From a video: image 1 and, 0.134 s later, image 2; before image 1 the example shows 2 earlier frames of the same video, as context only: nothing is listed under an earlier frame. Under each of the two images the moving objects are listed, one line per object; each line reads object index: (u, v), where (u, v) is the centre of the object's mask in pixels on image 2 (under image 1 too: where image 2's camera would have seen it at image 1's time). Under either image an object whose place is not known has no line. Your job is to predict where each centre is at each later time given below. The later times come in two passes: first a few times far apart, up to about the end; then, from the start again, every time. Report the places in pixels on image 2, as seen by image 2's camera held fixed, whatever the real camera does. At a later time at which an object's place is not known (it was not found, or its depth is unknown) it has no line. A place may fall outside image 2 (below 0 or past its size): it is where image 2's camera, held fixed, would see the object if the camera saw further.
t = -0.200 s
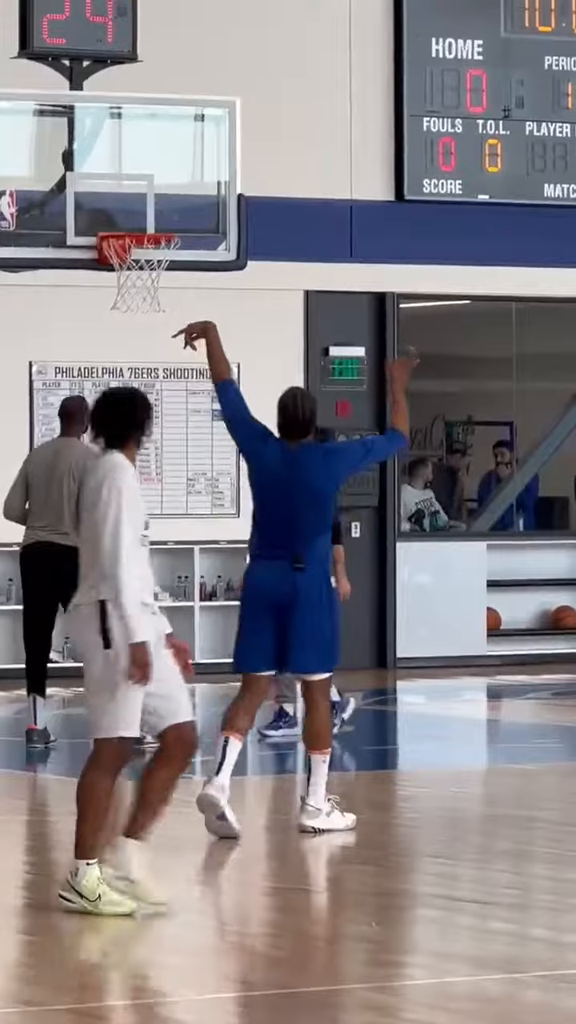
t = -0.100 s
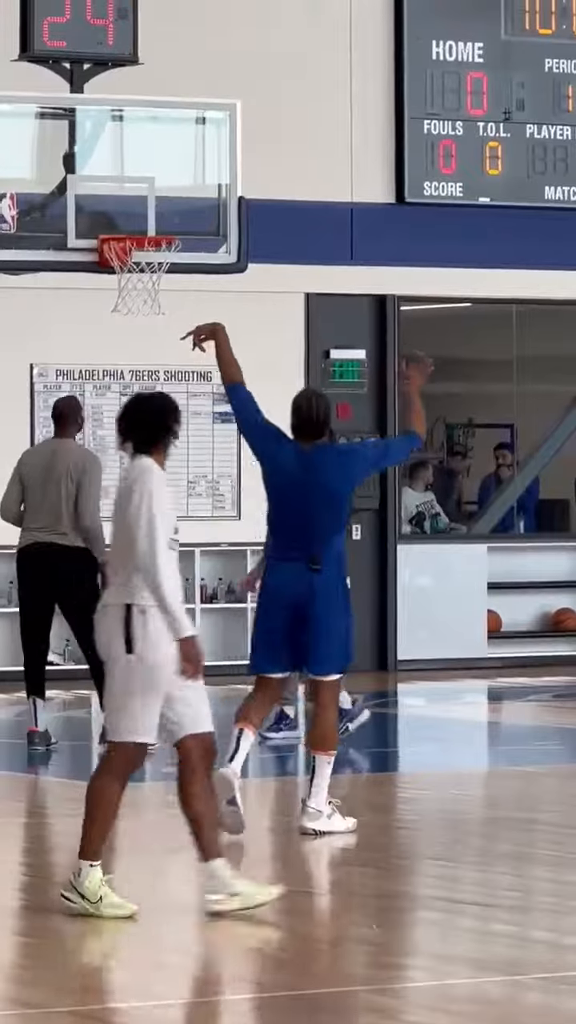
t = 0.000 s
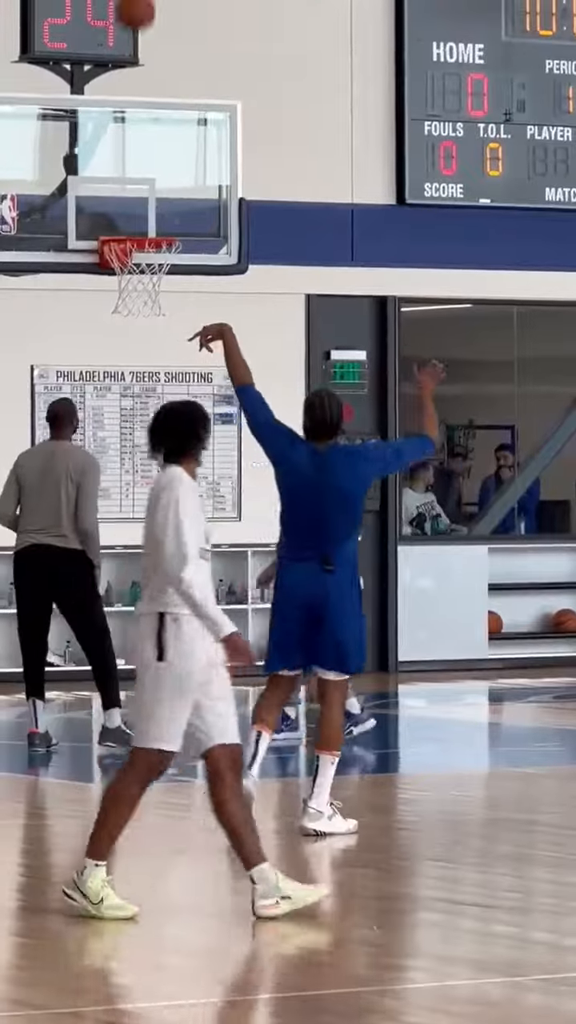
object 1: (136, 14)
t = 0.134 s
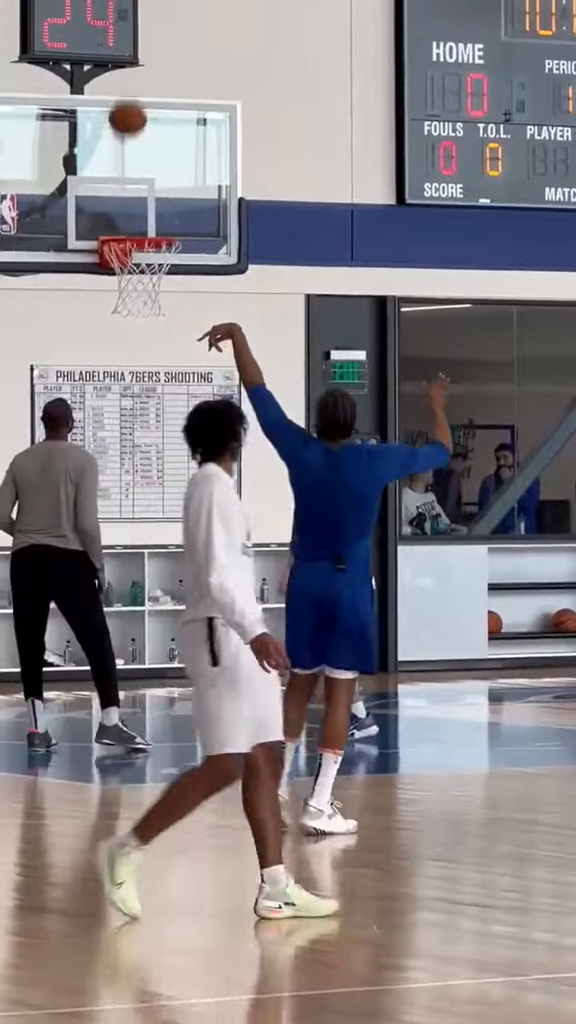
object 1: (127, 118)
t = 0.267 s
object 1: (121, 255)
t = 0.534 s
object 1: (180, 429)
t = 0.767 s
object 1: (231, 656)
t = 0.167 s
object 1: (126, 149)
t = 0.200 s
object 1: (124, 181)
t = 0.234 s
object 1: (122, 216)
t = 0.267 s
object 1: (121, 255)
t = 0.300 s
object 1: (126, 280)
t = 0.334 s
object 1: (134, 294)
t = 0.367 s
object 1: (141, 312)
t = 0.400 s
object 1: (149, 332)
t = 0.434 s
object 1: (156, 353)
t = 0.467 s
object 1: (165, 376)
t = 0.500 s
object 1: (172, 403)
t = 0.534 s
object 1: (180, 429)
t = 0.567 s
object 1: (187, 457)
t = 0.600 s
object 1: (195, 486)
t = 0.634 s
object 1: (202, 517)
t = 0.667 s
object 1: (210, 549)
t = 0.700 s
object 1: (218, 587)
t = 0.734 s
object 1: (225, 622)
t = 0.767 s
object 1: (231, 656)
